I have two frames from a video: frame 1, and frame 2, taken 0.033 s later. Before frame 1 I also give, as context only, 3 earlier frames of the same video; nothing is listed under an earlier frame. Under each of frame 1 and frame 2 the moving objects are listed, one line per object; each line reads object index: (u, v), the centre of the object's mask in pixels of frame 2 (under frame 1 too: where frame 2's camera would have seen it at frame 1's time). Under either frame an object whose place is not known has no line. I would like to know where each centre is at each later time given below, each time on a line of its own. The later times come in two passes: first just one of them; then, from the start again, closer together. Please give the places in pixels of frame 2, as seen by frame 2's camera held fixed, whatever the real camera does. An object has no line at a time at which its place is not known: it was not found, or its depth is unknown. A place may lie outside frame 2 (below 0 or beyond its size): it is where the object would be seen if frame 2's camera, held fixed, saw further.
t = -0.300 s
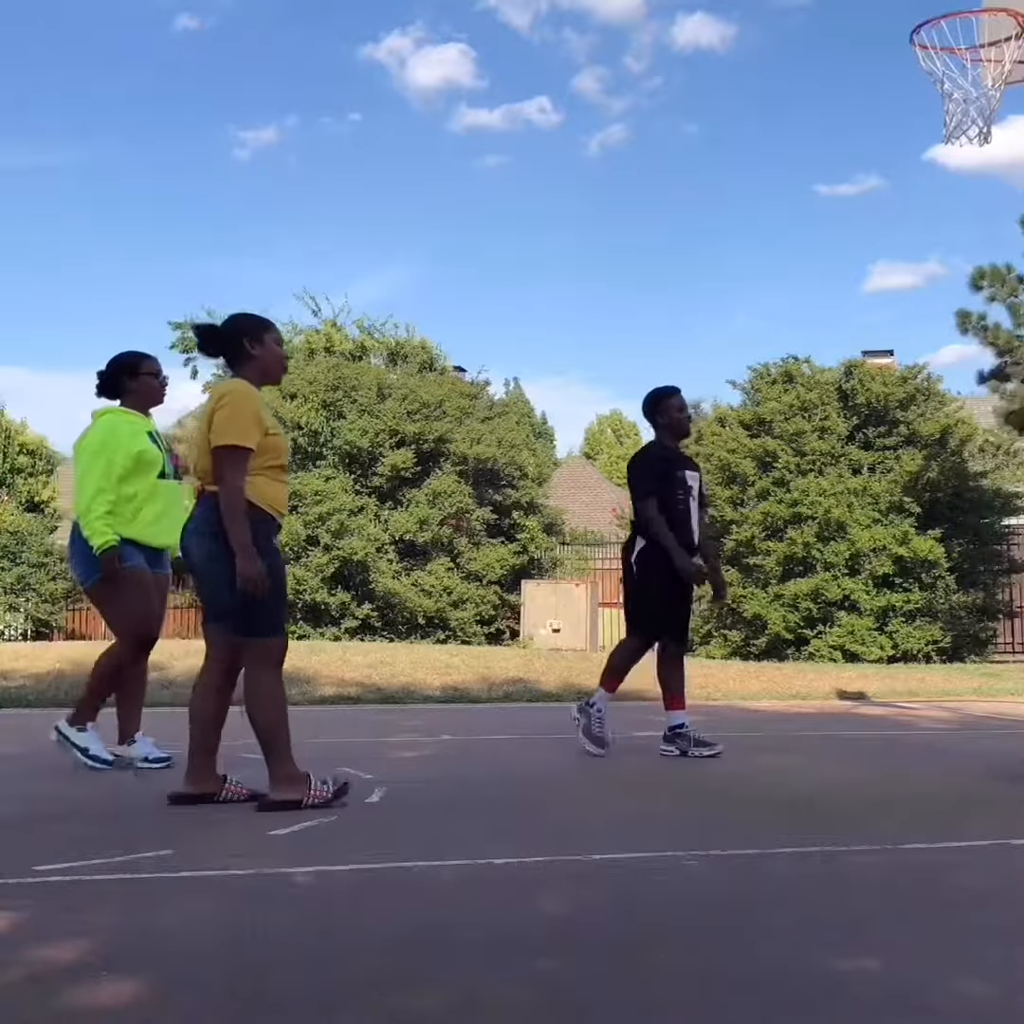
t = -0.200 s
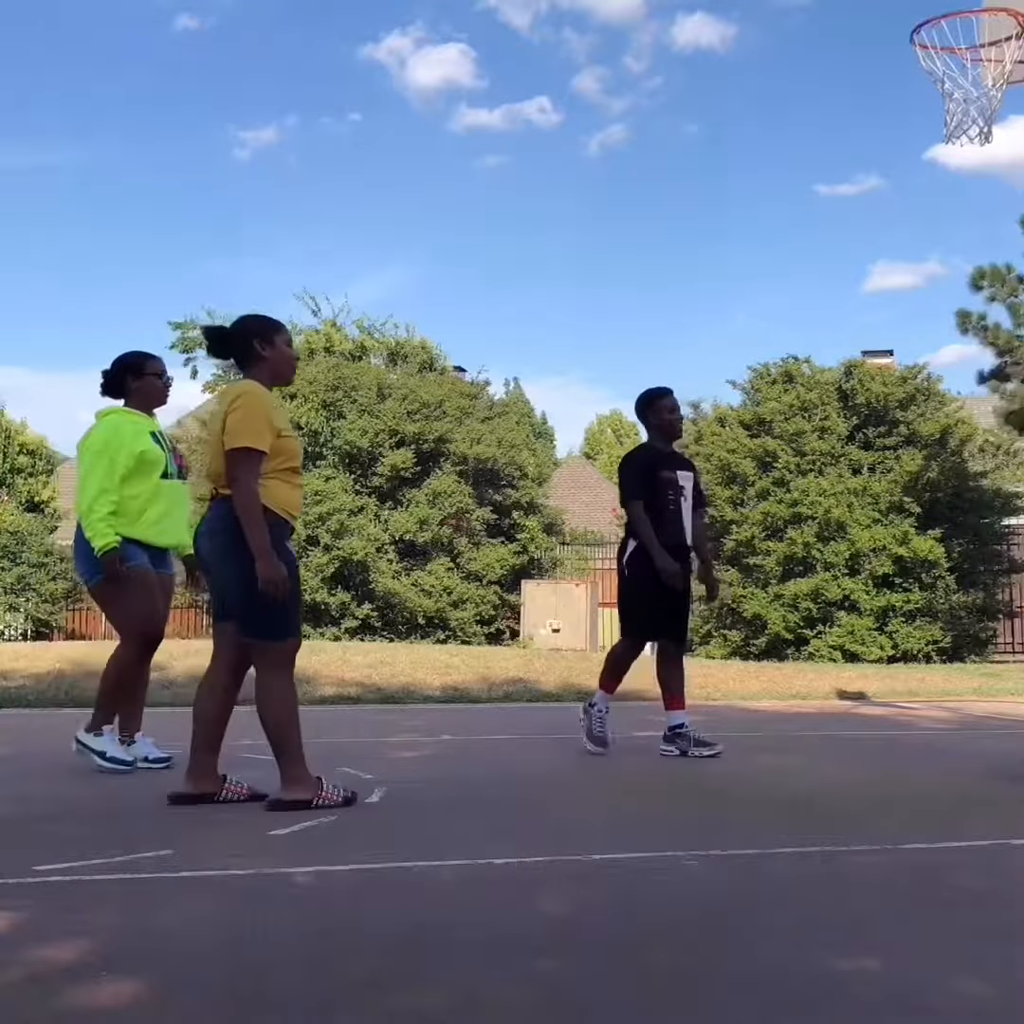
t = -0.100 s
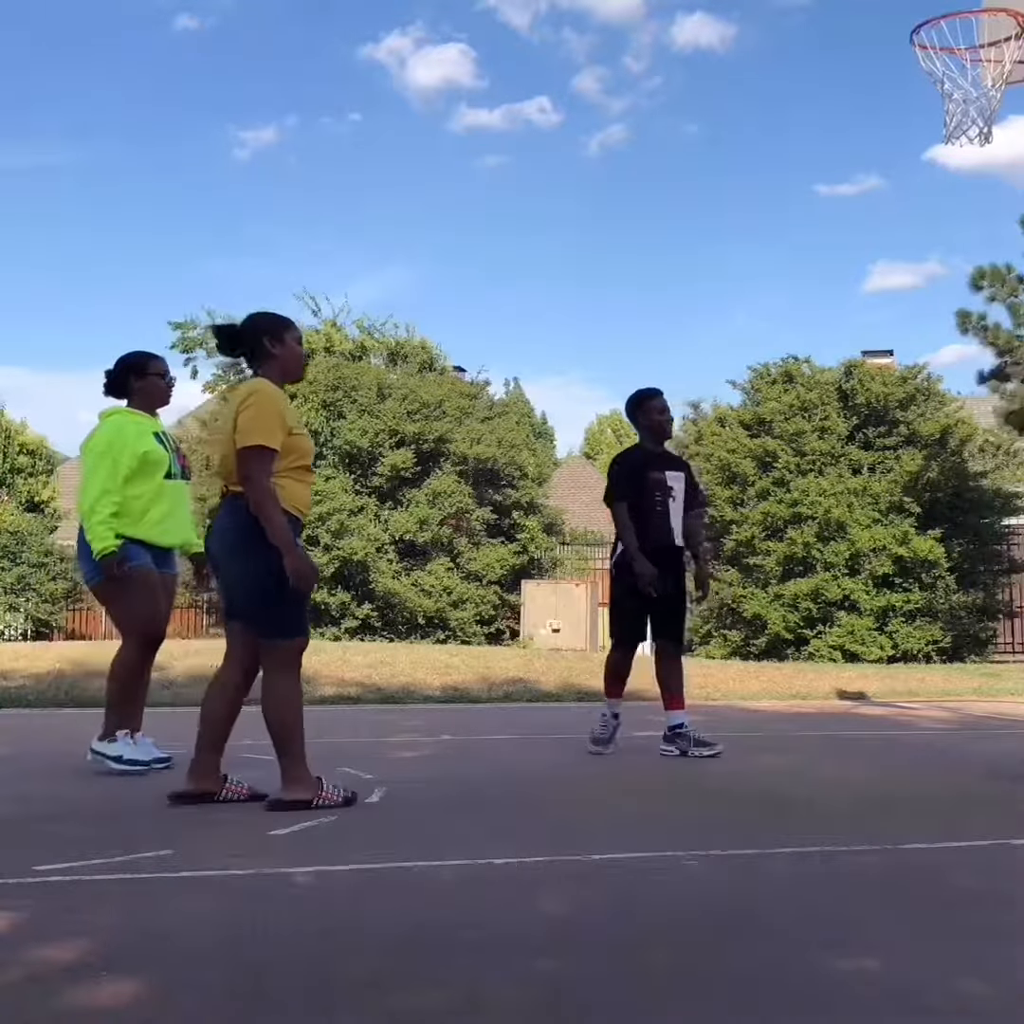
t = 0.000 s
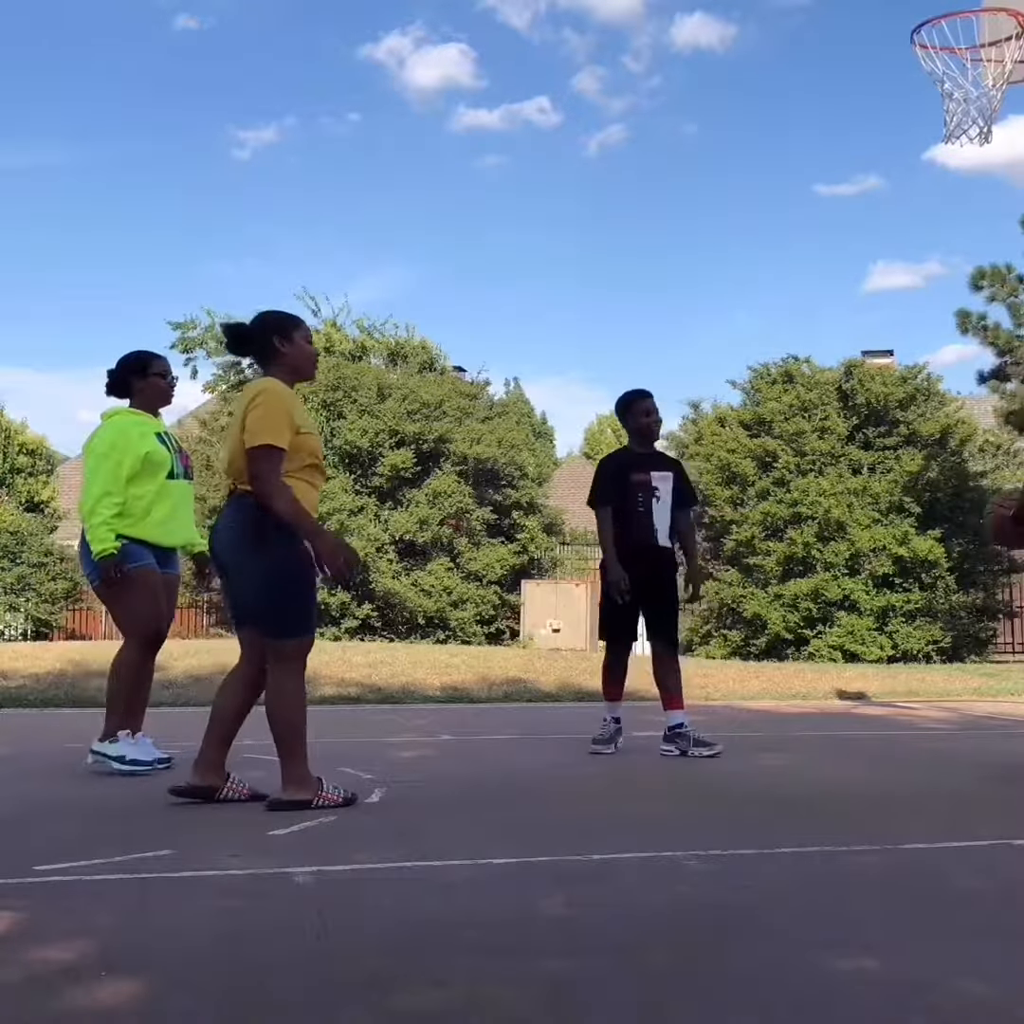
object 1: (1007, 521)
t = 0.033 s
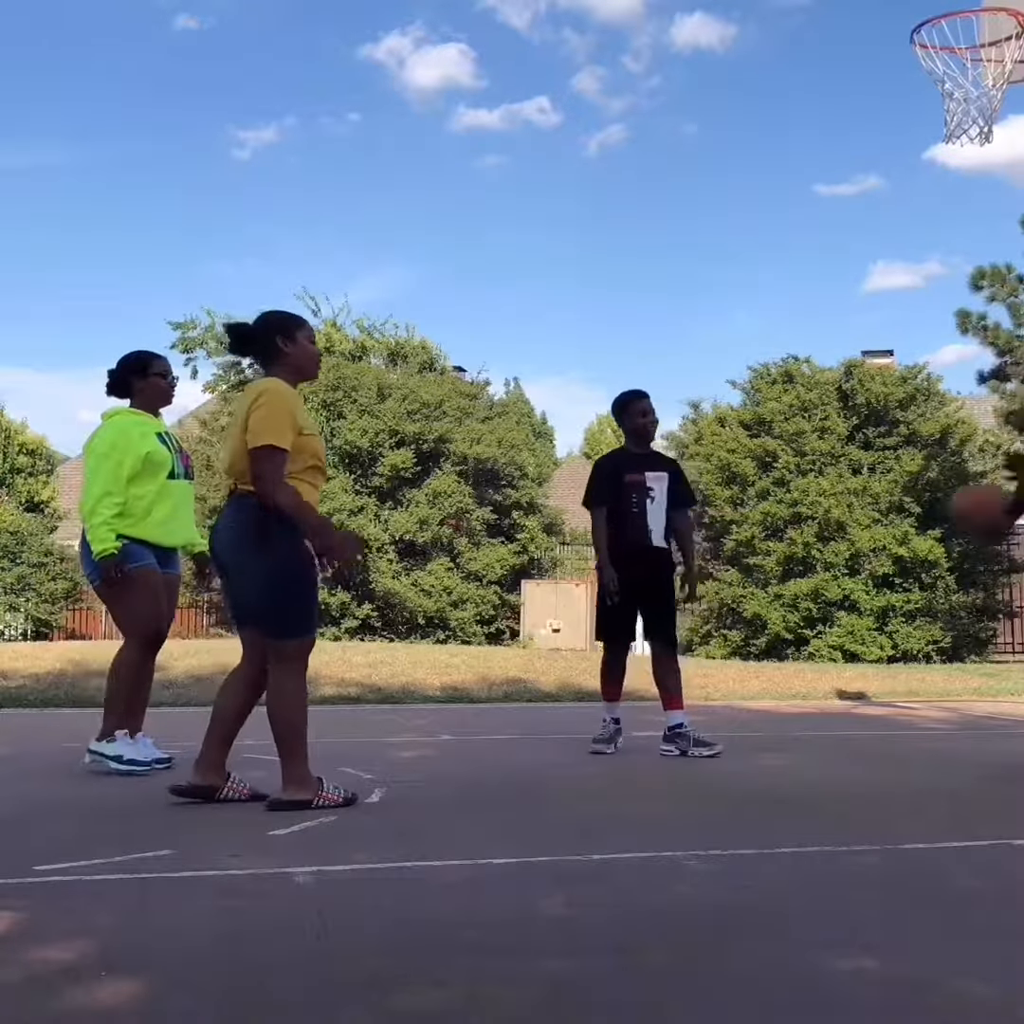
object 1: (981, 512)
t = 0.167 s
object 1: (833, 511)
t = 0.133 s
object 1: (867, 507)
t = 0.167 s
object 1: (833, 511)
